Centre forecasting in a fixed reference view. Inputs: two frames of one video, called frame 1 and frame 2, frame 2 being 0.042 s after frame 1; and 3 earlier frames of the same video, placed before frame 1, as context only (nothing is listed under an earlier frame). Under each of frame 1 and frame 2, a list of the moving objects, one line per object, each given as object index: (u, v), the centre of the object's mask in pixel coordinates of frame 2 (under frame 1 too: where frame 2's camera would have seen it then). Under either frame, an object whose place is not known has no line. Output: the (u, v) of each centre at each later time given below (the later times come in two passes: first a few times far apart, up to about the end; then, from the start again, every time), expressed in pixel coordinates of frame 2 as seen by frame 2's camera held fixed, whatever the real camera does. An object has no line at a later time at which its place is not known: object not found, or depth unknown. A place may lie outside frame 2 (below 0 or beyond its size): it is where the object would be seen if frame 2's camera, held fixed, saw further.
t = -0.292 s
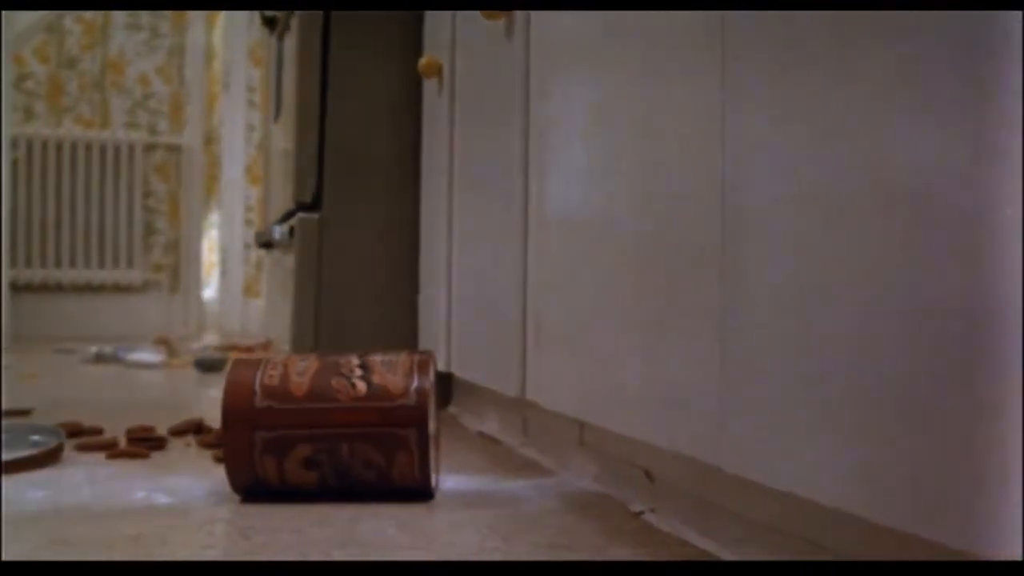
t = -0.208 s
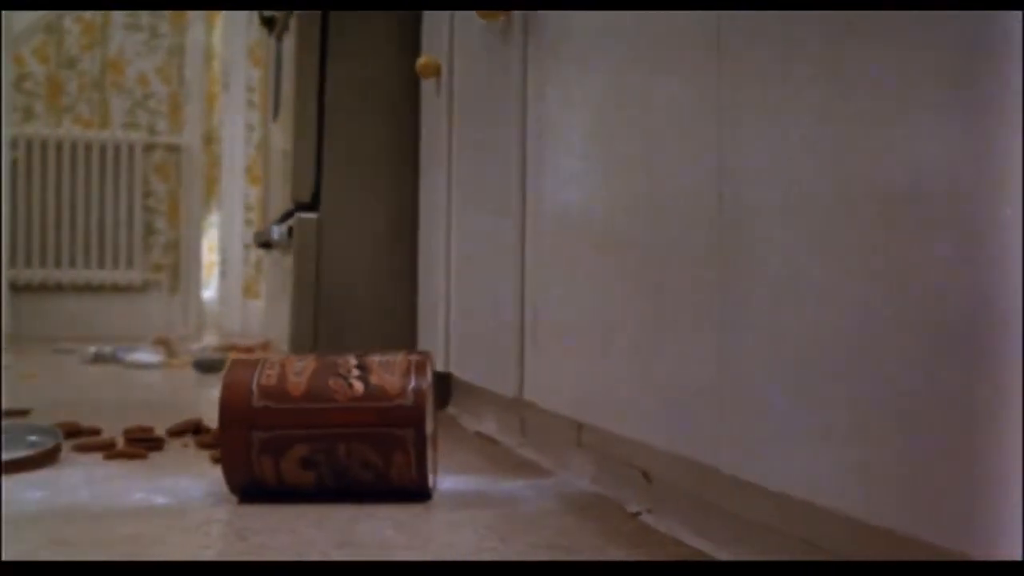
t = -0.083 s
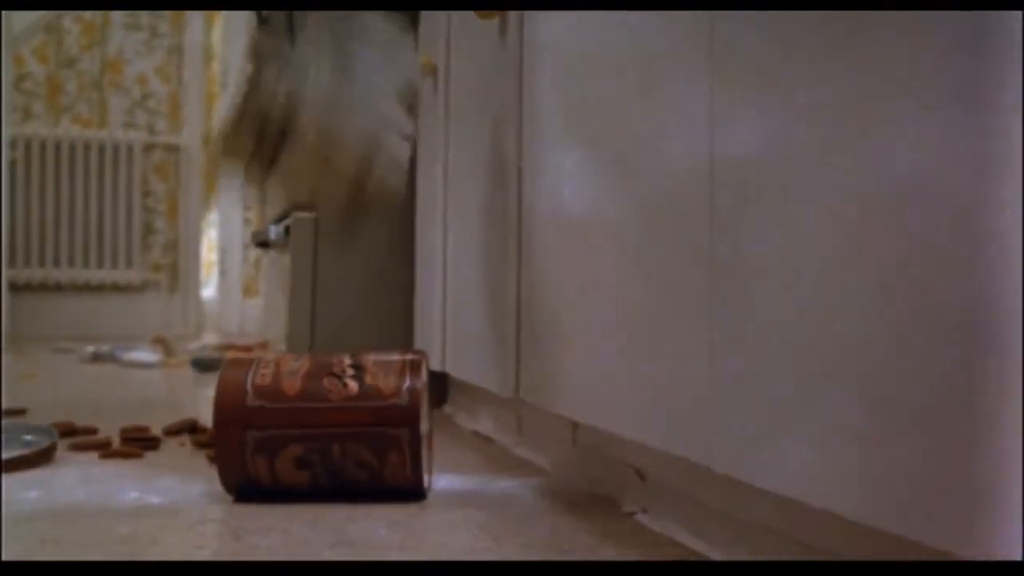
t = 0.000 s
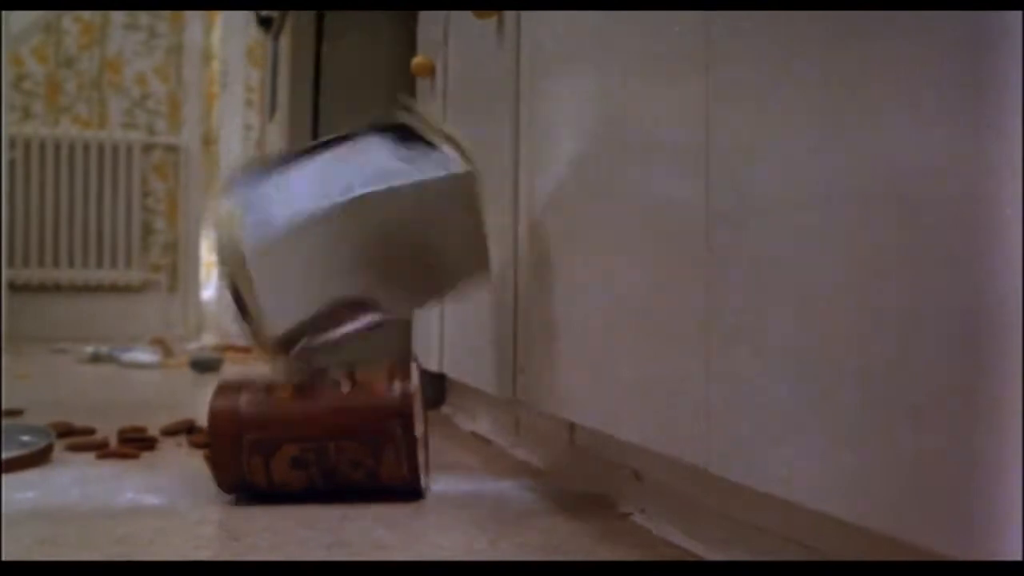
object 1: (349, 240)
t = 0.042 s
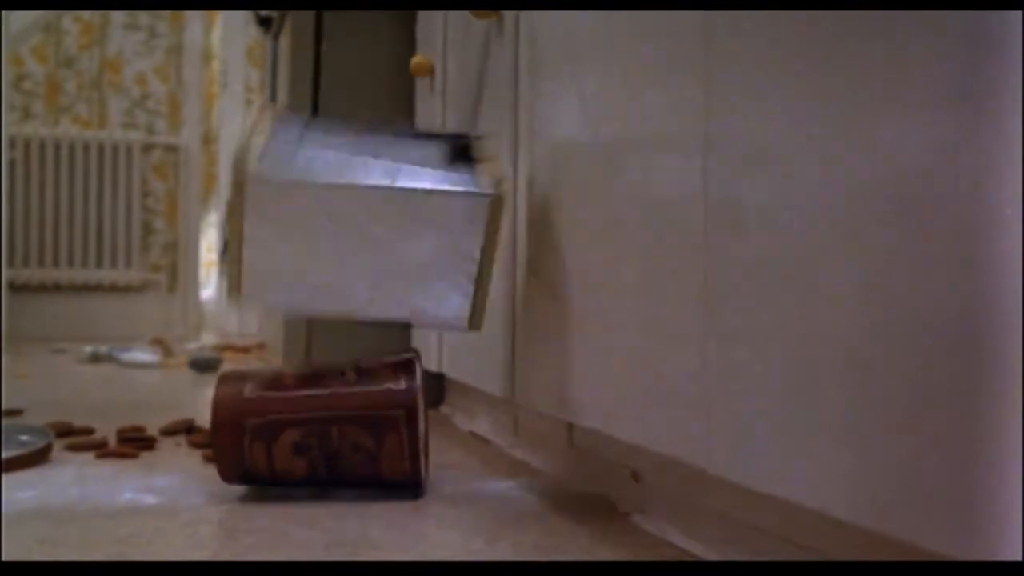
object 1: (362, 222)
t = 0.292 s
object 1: (377, 209)
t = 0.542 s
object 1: (453, 189)
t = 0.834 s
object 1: (432, 219)
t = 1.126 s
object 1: (416, 251)
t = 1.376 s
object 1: (415, 245)
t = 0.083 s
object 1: (382, 185)
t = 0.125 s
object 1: (384, 163)
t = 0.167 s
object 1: (382, 150)
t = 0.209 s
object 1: (381, 157)
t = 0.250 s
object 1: (381, 183)
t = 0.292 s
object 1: (377, 209)
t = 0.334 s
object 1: (375, 226)
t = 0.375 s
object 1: (390, 204)
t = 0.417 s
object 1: (415, 174)
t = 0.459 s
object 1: (439, 168)
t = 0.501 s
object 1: (447, 168)
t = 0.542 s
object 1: (453, 189)
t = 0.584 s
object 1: (453, 214)
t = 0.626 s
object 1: (451, 242)
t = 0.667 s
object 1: (452, 236)
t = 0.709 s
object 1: (452, 222)
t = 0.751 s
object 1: (452, 211)
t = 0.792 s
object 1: (437, 211)
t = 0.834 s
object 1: (432, 219)
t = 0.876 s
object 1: (425, 230)
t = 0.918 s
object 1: (423, 242)
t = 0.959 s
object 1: (423, 255)
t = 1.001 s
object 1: (425, 253)
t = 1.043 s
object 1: (426, 247)
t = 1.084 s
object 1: (421, 245)
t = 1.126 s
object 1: (416, 251)
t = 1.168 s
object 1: (406, 254)
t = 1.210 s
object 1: (399, 253)
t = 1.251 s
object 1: (397, 245)
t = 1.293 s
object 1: (400, 244)
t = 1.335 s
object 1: (404, 243)
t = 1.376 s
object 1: (415, 245)
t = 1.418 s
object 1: (418, 251)
